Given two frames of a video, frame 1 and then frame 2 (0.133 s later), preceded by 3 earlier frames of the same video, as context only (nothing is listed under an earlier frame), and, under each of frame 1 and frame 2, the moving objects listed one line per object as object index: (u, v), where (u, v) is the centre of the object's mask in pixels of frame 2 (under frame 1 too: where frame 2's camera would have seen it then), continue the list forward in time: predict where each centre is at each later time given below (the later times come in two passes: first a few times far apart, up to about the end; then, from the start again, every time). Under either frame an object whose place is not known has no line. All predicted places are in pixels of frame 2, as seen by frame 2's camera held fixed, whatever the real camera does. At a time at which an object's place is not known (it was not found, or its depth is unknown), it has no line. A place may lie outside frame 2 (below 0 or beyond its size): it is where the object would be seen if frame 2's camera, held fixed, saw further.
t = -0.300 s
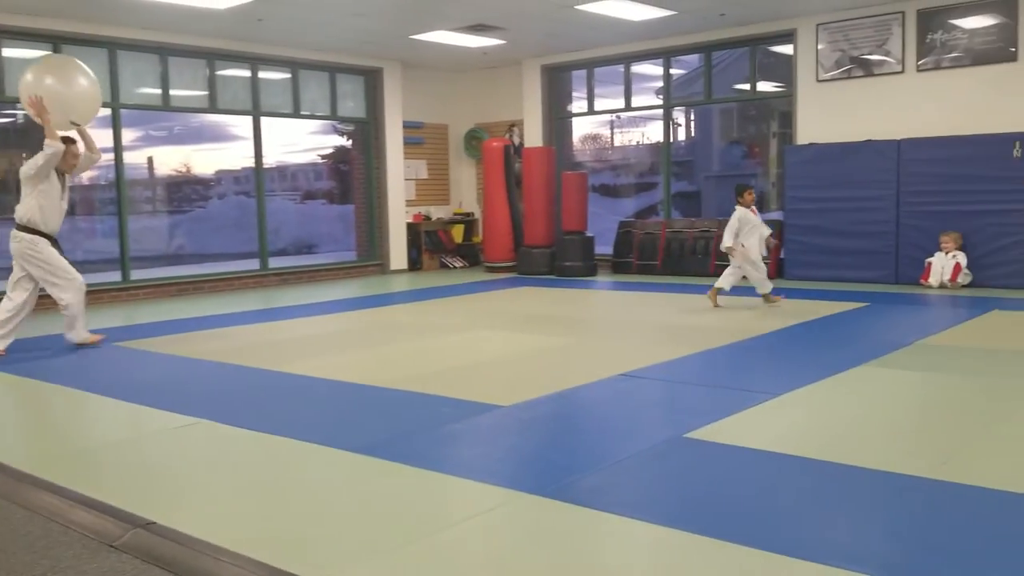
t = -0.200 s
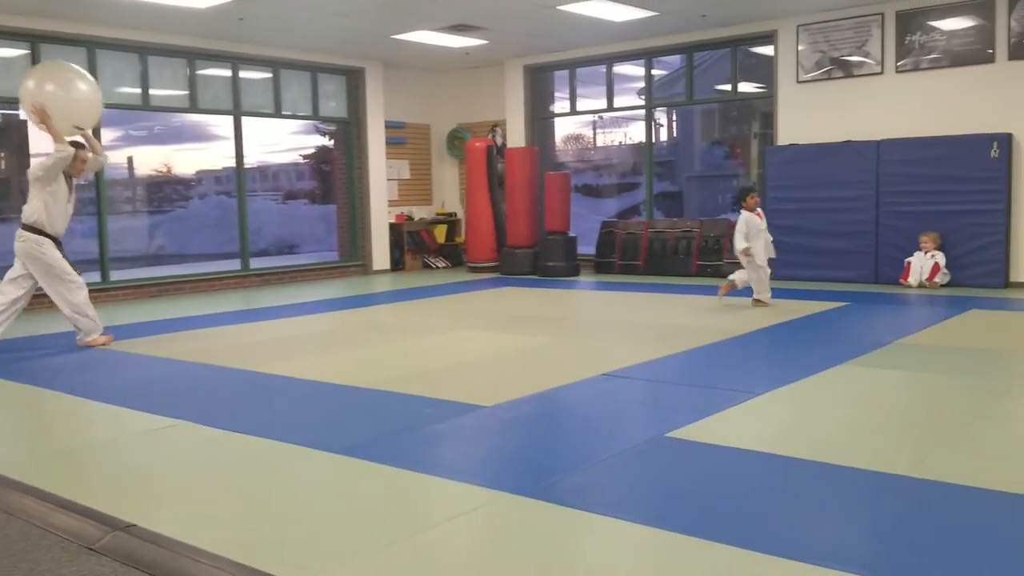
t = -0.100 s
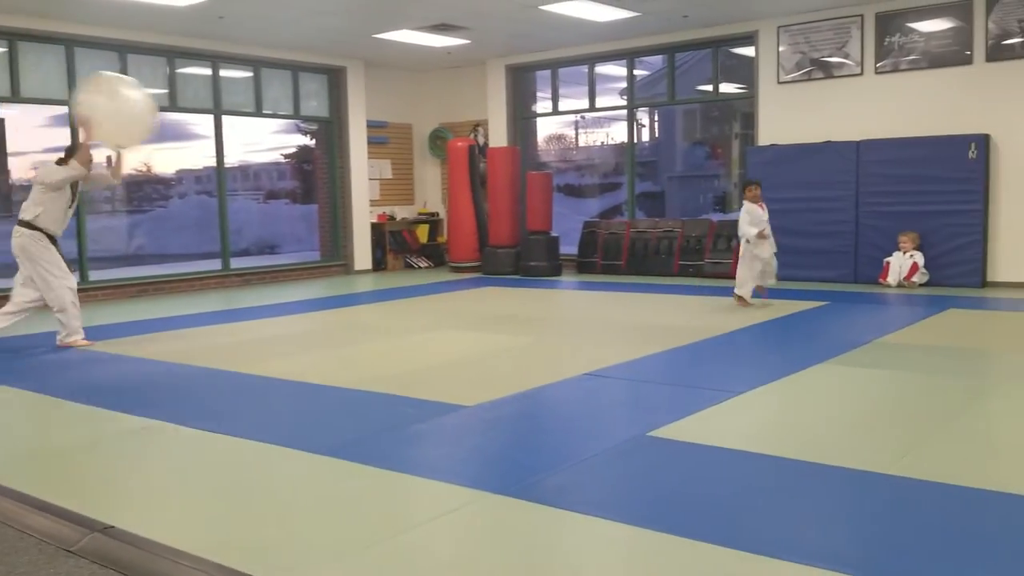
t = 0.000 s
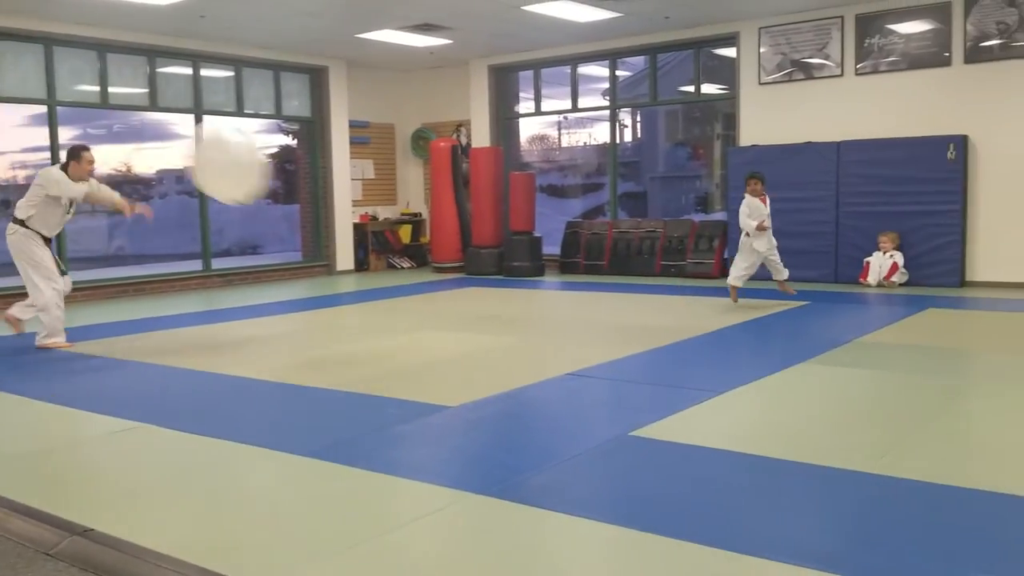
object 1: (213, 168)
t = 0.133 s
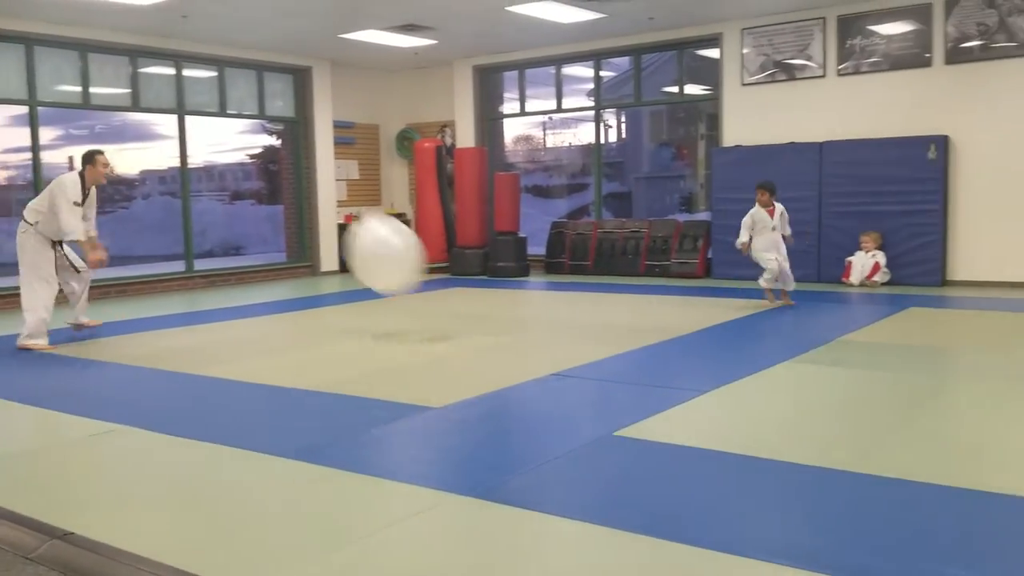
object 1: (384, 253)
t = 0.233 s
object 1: (488, 293)
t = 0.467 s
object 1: (642, 173)
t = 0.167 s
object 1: (426, 281)
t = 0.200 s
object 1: (463, 303)
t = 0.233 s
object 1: (488, 293)
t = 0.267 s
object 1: (511, 269)
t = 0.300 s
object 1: (534, 250)
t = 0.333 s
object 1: (557, 232)
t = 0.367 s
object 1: (579, 216)
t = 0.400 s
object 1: (600, 201)
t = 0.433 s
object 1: (622, 186)
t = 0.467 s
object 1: (642, 173)
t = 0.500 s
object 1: (661, 162)
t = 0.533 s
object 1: (684, 151)
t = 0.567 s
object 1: (704, 142)
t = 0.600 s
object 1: (726, 134)
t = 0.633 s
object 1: (747, 129)
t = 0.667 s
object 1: (770, 125)
